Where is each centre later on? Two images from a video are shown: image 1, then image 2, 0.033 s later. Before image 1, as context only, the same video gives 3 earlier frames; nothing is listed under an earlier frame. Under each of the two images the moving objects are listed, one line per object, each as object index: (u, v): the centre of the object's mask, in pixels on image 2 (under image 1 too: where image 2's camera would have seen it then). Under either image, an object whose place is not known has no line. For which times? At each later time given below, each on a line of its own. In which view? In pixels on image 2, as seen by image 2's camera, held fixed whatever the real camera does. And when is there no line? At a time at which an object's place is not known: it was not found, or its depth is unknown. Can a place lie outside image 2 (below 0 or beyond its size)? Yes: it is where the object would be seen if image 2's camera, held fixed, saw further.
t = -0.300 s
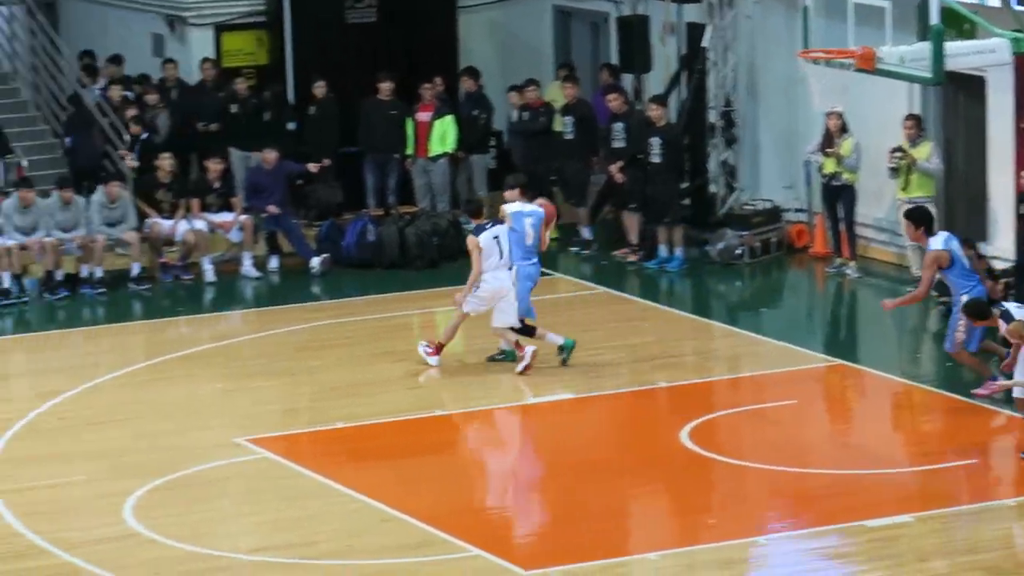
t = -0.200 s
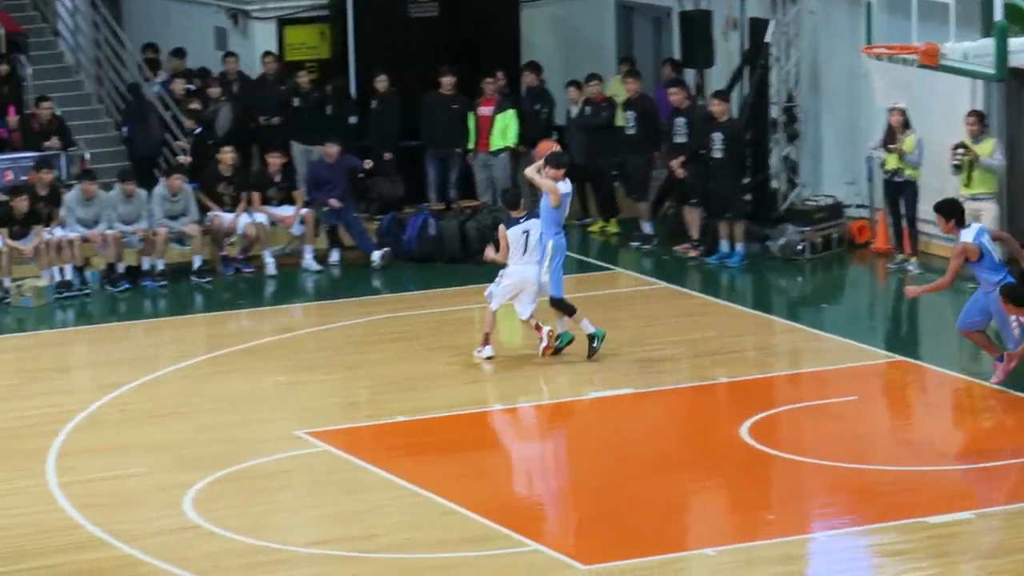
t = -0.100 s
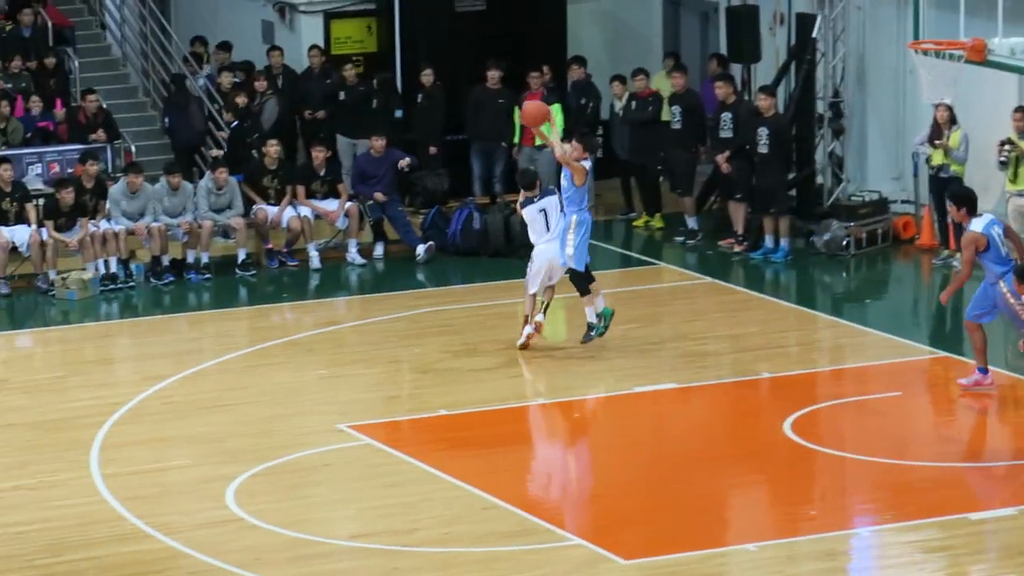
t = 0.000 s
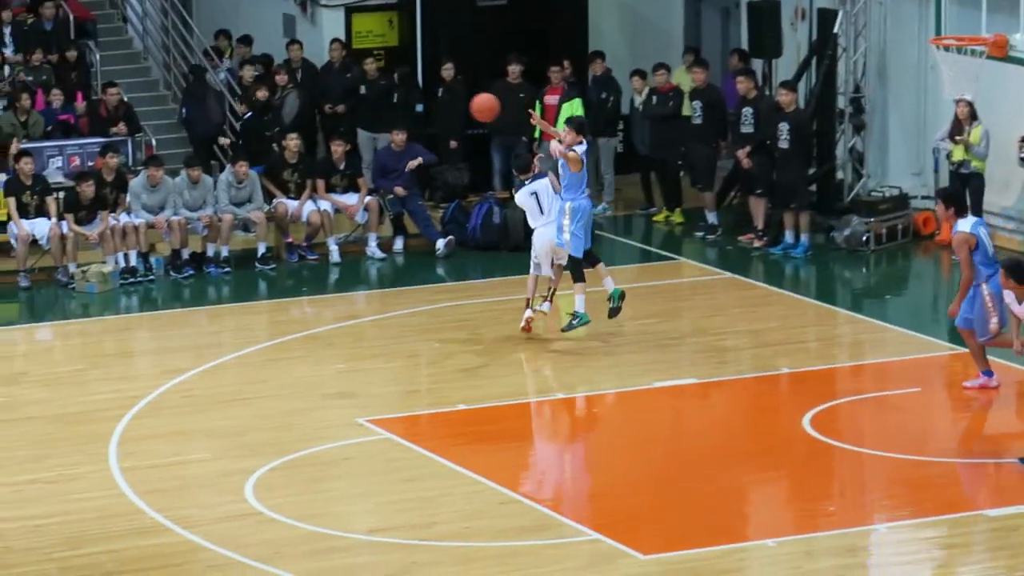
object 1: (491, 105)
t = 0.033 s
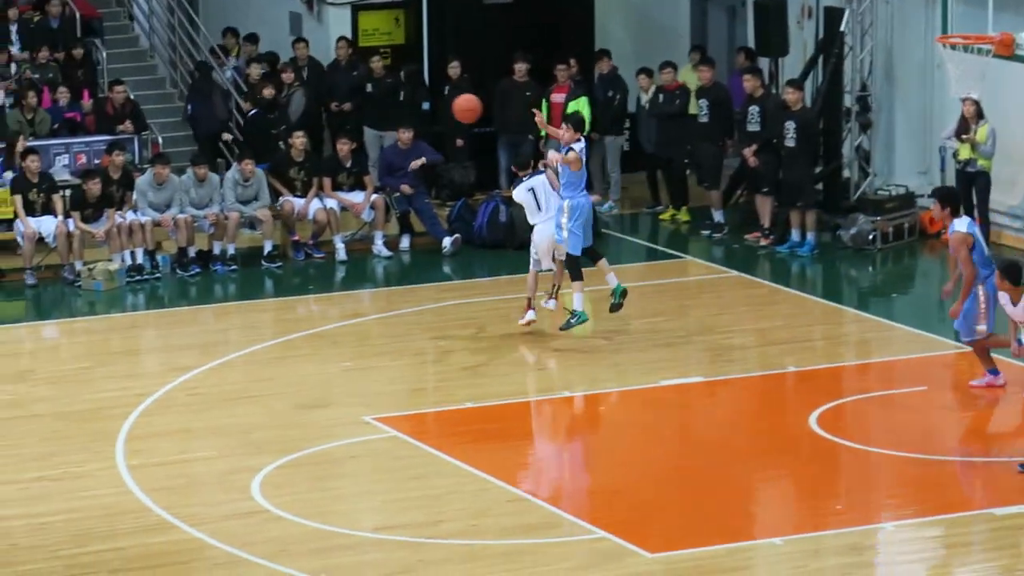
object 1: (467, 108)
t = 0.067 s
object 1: (443, 112)
